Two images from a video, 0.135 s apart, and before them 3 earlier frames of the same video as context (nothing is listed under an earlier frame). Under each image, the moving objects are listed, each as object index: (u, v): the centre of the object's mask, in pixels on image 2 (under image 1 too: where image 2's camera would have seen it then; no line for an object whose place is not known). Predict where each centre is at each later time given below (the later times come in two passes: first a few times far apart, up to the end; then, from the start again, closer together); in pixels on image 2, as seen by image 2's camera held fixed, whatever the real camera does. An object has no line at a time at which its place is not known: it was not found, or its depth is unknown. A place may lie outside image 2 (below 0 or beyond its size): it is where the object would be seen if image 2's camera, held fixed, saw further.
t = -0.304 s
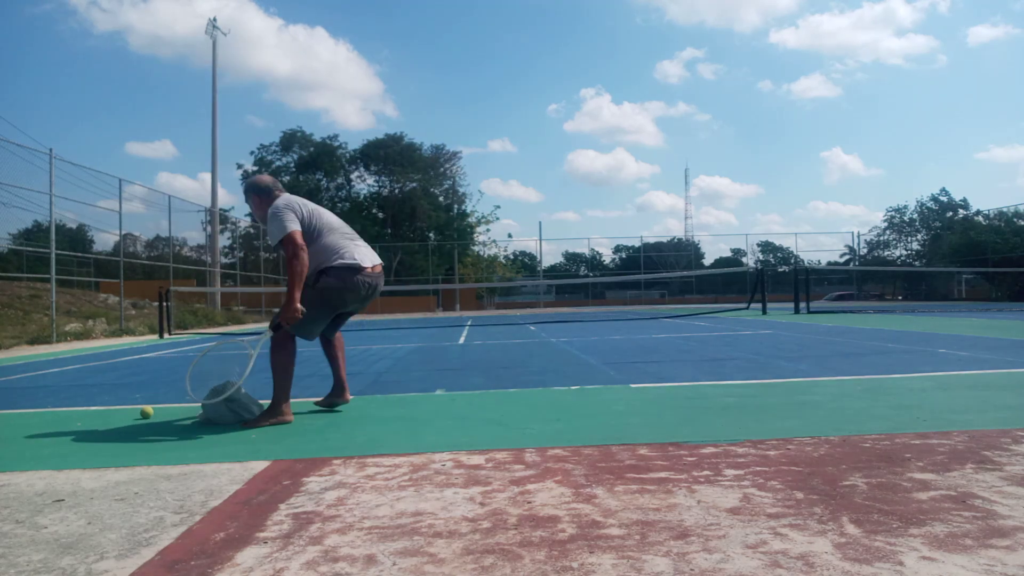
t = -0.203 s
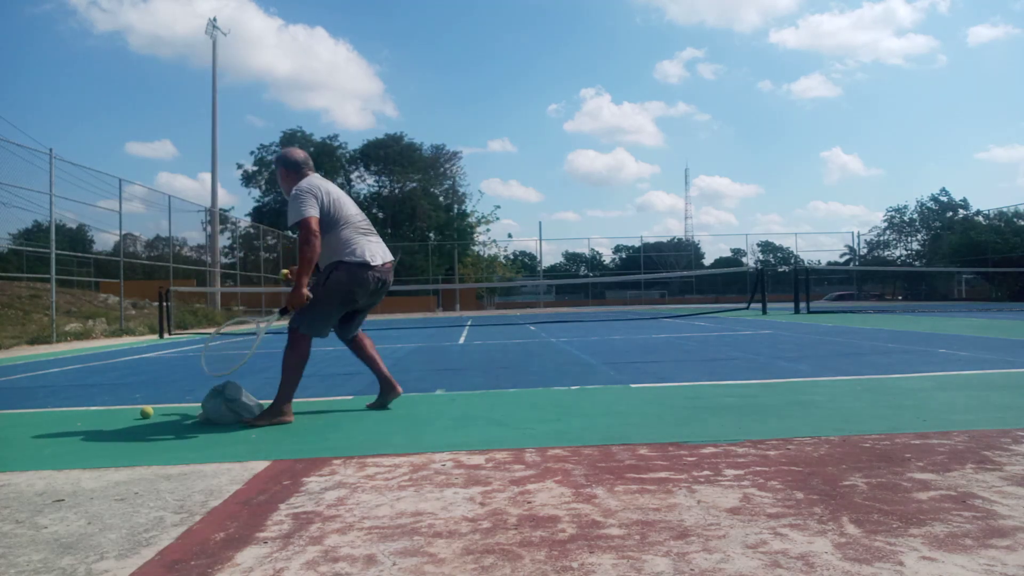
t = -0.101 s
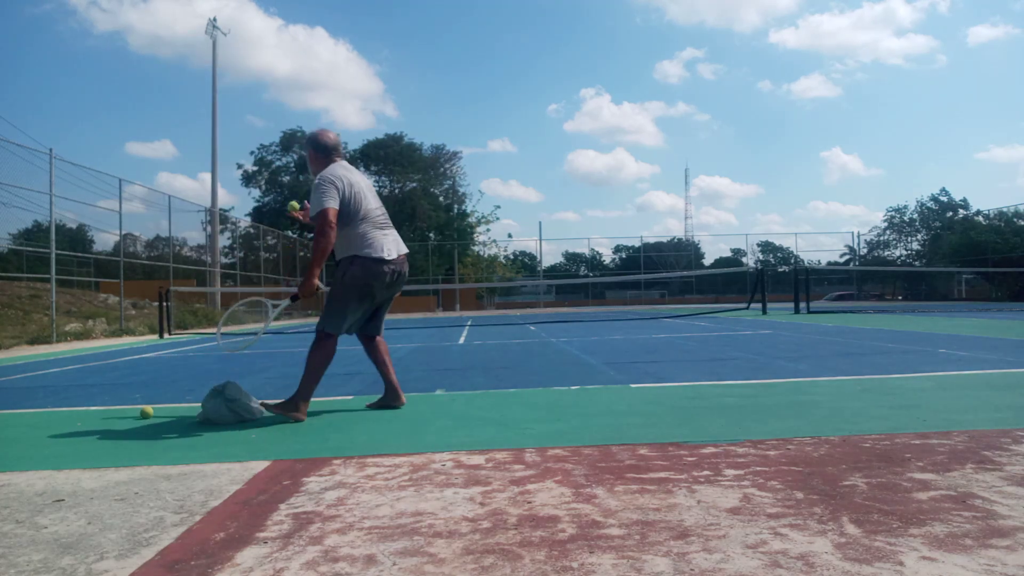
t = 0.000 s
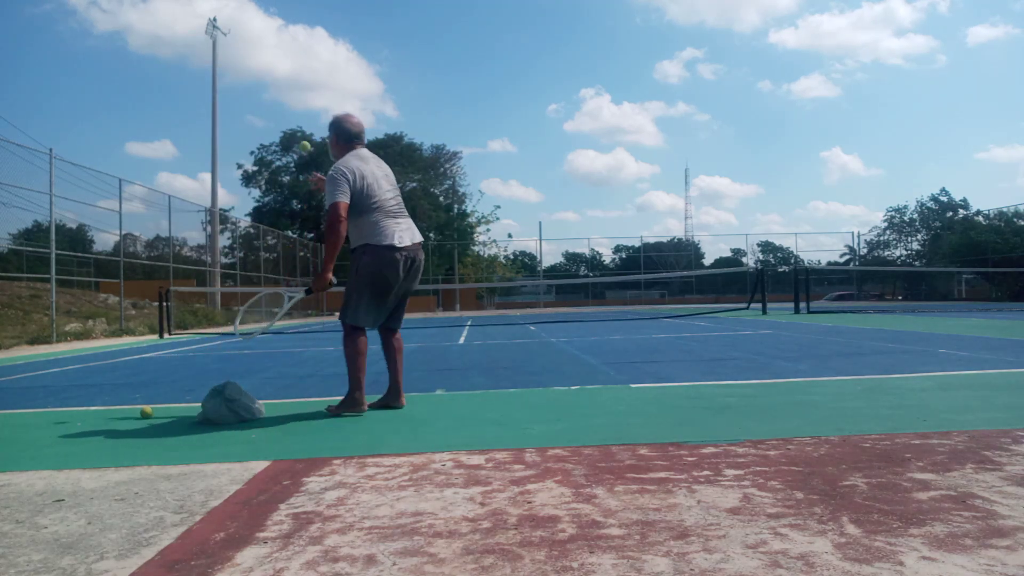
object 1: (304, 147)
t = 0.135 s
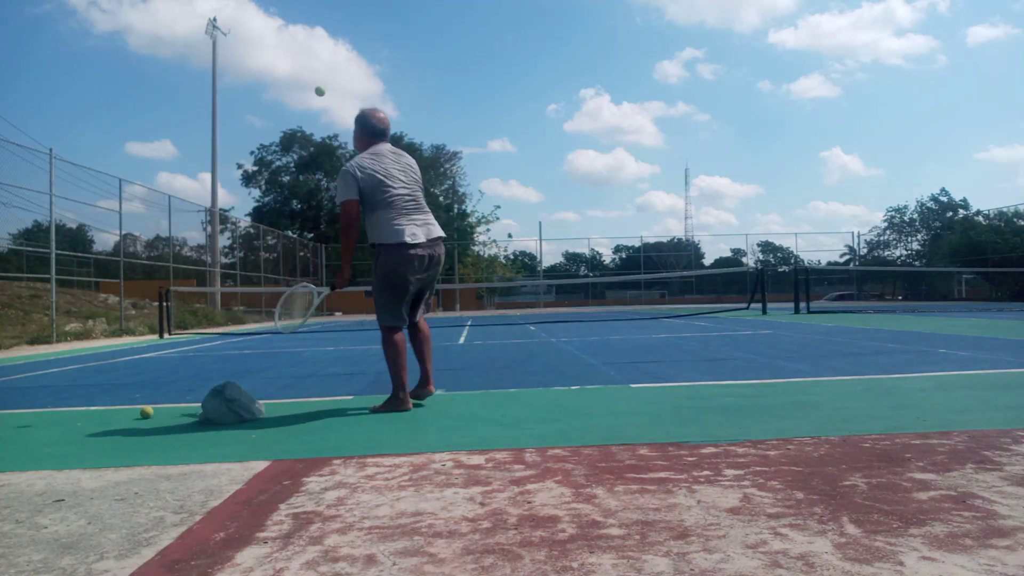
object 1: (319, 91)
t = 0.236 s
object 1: (331, 68)
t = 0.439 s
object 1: (357, 72)
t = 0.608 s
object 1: (379, 126)
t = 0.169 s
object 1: (323, 82)
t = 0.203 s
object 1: (327, 74)
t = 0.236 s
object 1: (331, 68)
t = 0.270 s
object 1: (336, 64)
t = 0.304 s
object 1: (340, 62)
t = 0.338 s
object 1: (344, 62)
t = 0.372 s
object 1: (348, 63)
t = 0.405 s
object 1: (353, 66)
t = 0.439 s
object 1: (357, 72)
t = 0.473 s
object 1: (361, 79)
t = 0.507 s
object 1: (366, 88)
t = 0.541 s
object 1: (370, 99)
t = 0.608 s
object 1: (379, 126)
